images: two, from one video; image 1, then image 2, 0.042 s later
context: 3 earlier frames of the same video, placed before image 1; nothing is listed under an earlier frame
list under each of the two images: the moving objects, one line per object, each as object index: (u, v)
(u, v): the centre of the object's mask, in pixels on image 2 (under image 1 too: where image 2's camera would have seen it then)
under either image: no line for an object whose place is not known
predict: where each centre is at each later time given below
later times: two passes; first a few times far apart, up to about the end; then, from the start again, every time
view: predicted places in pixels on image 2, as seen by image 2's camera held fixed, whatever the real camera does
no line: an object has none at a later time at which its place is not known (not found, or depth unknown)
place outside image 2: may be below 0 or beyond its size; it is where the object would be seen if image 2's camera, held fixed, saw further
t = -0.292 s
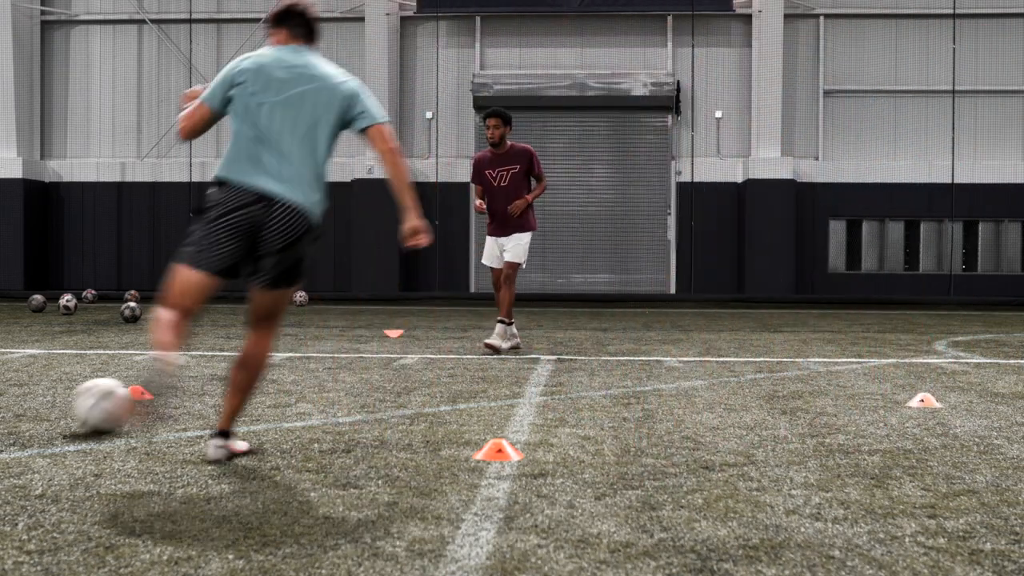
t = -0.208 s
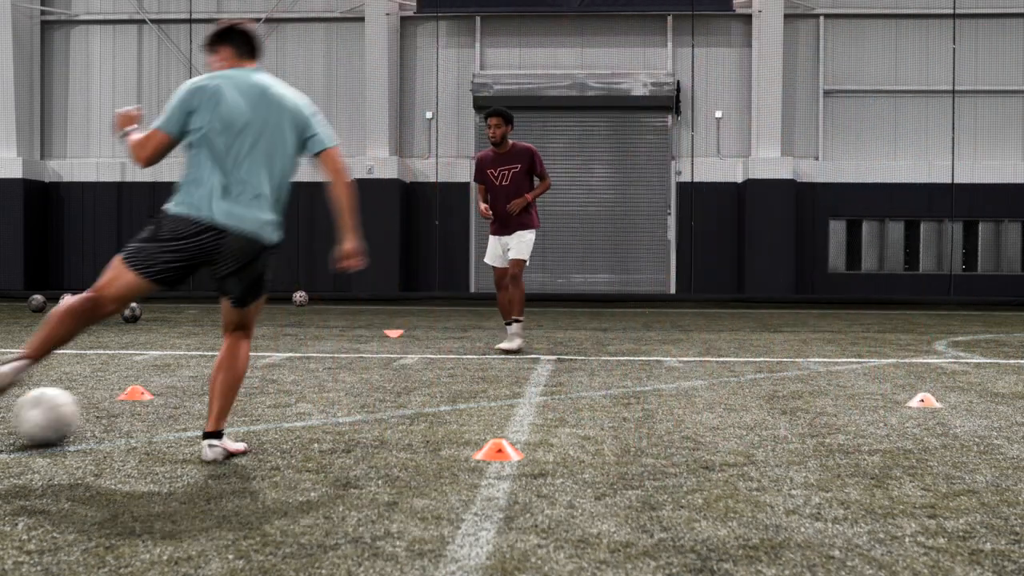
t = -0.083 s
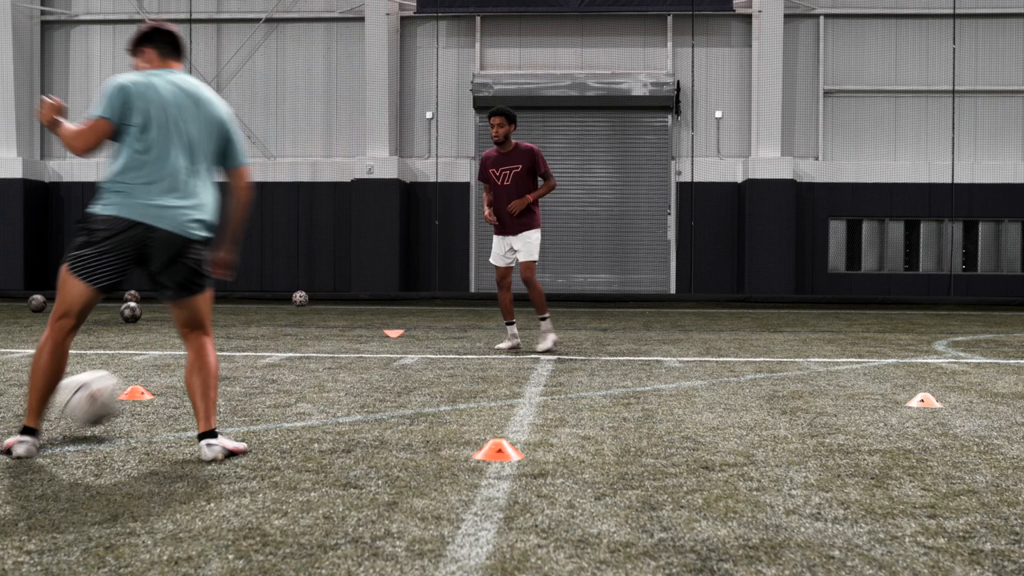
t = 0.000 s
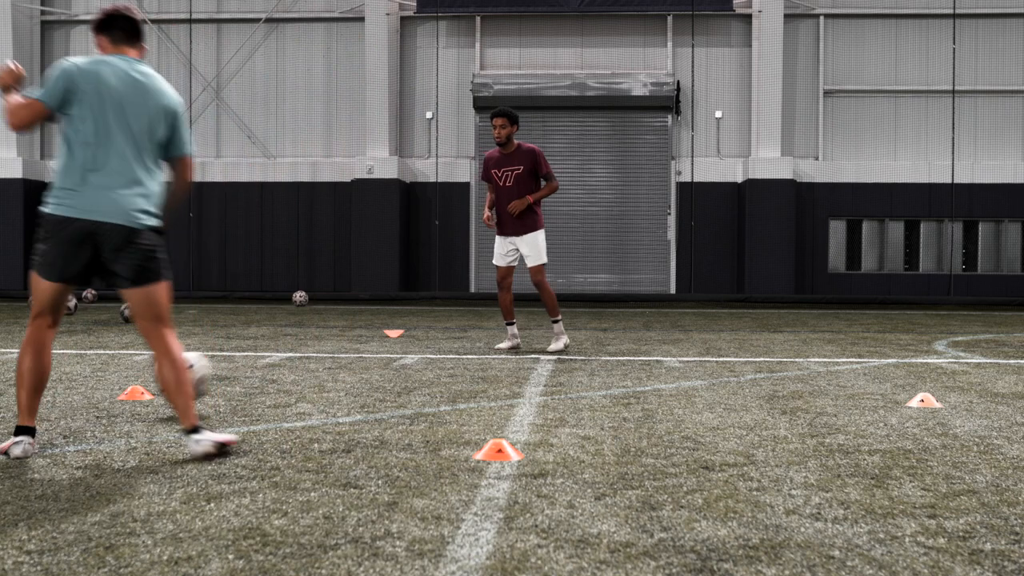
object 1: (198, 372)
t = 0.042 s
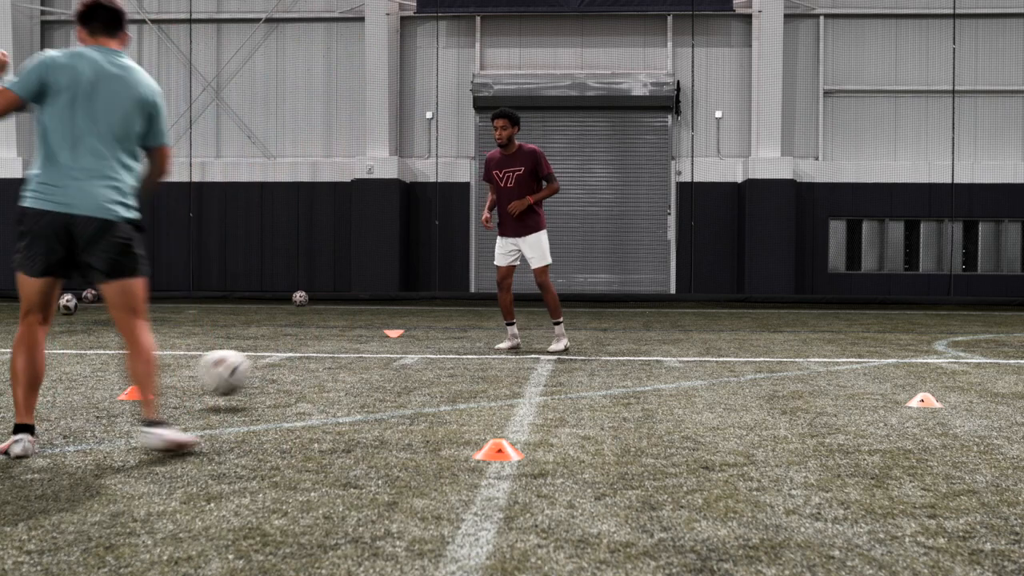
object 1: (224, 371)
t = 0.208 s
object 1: (336, 355)
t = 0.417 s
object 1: (417, 344)
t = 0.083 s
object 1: (260, 372)
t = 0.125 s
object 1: (290, 371)
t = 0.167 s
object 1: (314, 361)
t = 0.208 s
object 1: (336, 355)
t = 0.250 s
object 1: (355, 353)
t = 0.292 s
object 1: (375, 354)
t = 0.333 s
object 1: (390, 353)
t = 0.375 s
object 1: (404, 346)
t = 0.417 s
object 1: (417, 344)
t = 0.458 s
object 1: (428, 344)
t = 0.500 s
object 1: (439, 343)
